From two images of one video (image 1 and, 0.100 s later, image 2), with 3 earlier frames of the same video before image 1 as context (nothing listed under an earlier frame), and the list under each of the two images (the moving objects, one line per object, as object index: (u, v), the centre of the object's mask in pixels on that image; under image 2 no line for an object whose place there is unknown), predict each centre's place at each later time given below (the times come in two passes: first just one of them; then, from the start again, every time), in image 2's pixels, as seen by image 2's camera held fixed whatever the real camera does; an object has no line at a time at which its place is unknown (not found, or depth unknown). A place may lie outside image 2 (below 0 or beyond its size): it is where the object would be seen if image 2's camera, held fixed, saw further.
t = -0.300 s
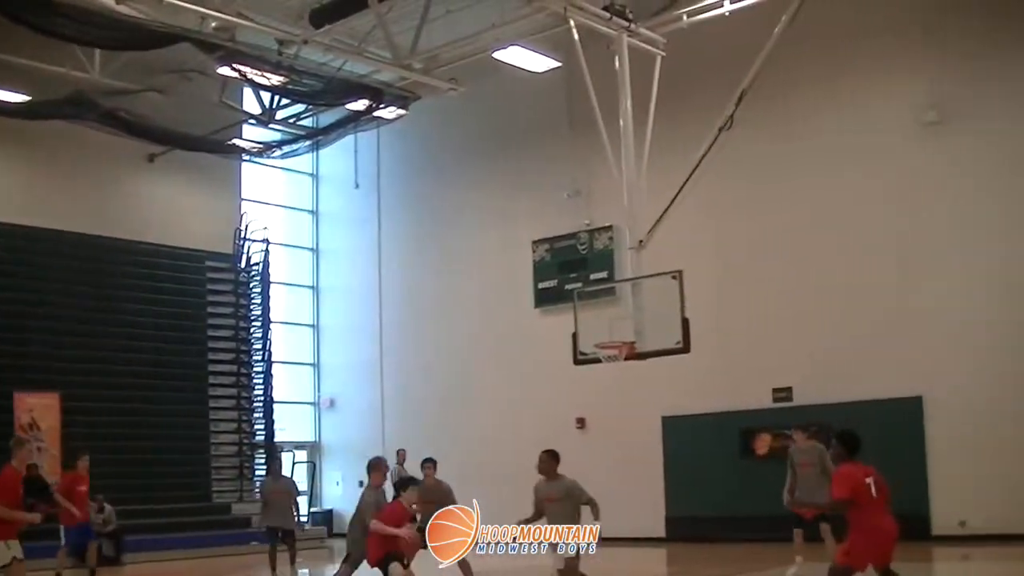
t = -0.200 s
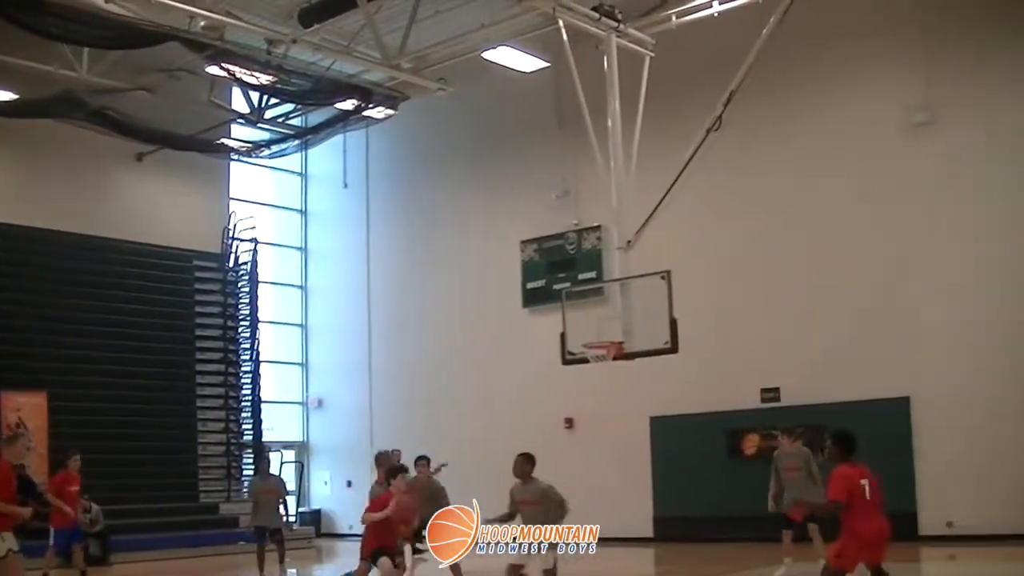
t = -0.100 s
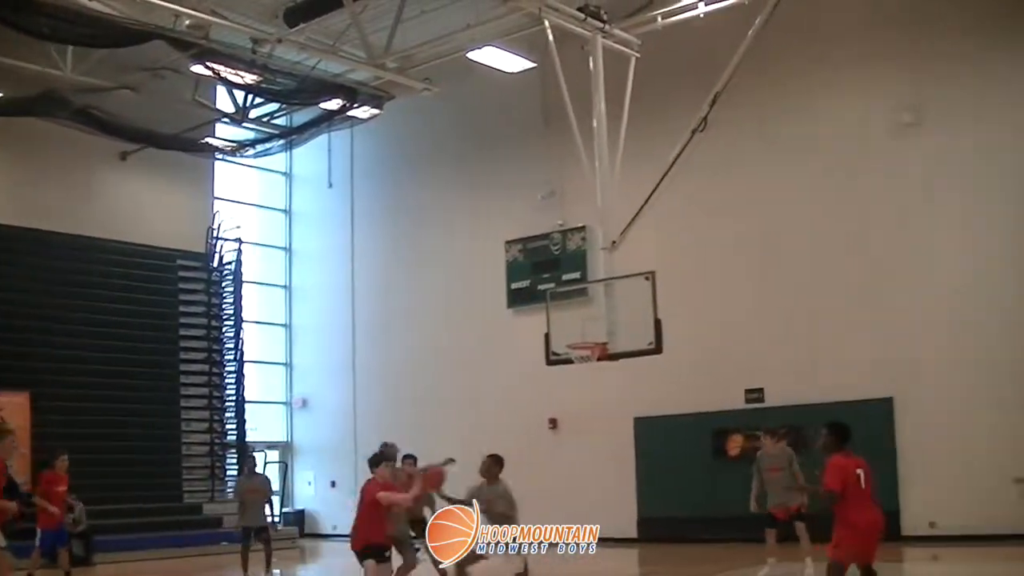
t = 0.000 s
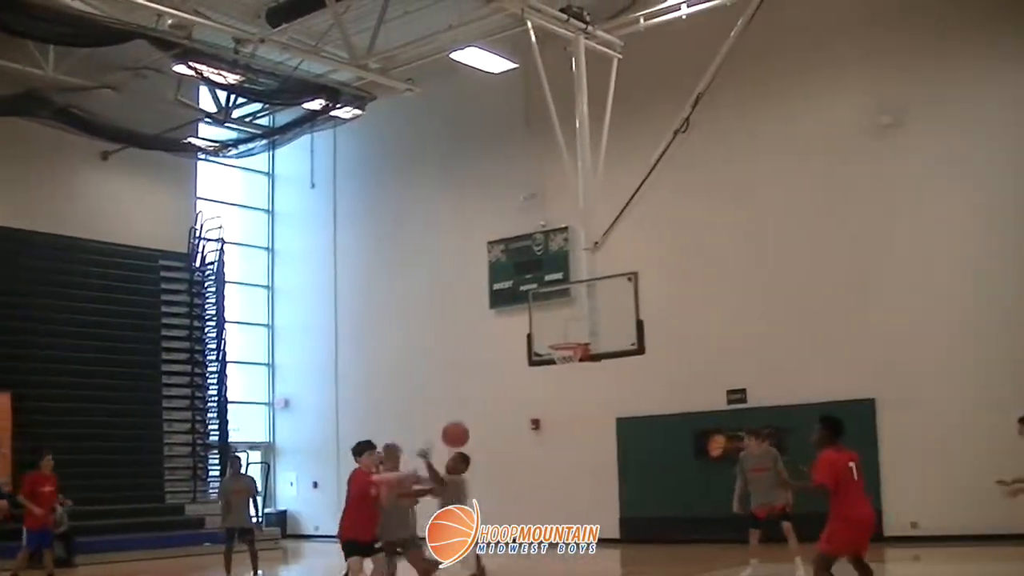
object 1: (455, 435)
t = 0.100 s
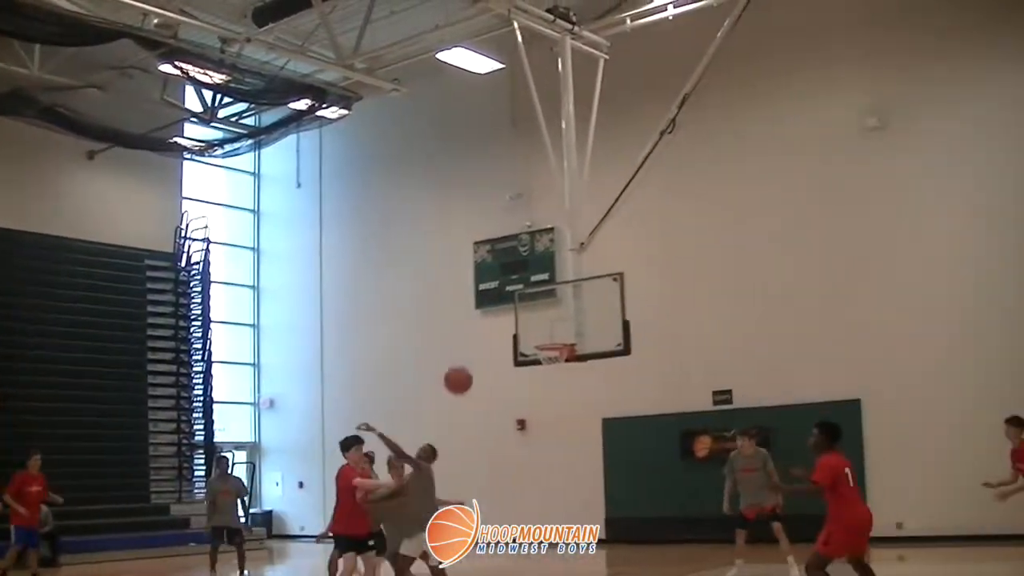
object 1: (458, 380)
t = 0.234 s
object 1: (487, 317)
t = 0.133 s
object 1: (465, 364)
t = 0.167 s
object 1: (472, 347)
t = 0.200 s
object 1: (479, 332)
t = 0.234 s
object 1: (487, 317)
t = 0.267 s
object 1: (494, 304)
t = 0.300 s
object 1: (499, 292)
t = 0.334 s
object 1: (509, 280)
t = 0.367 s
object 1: (517, 271)
